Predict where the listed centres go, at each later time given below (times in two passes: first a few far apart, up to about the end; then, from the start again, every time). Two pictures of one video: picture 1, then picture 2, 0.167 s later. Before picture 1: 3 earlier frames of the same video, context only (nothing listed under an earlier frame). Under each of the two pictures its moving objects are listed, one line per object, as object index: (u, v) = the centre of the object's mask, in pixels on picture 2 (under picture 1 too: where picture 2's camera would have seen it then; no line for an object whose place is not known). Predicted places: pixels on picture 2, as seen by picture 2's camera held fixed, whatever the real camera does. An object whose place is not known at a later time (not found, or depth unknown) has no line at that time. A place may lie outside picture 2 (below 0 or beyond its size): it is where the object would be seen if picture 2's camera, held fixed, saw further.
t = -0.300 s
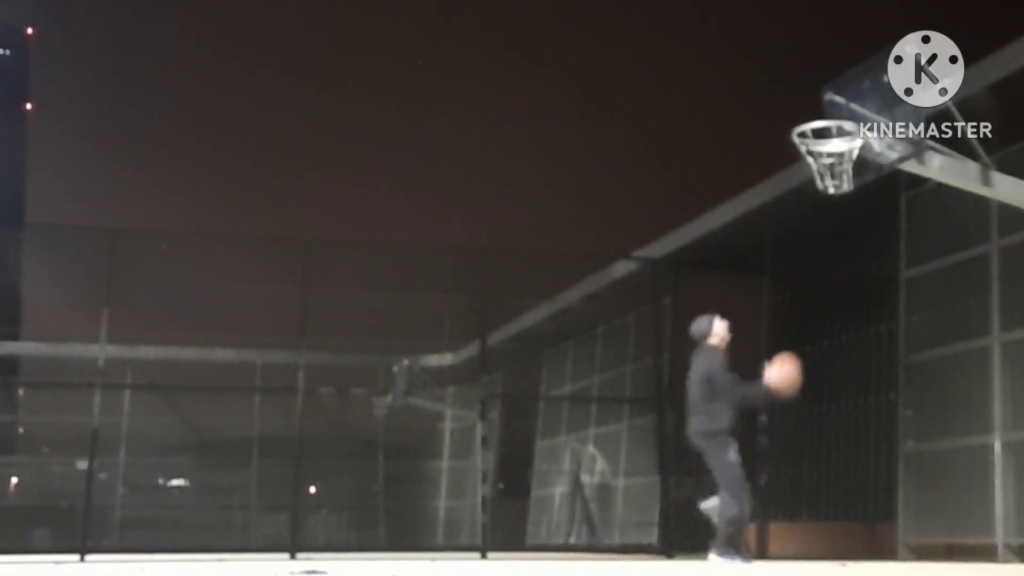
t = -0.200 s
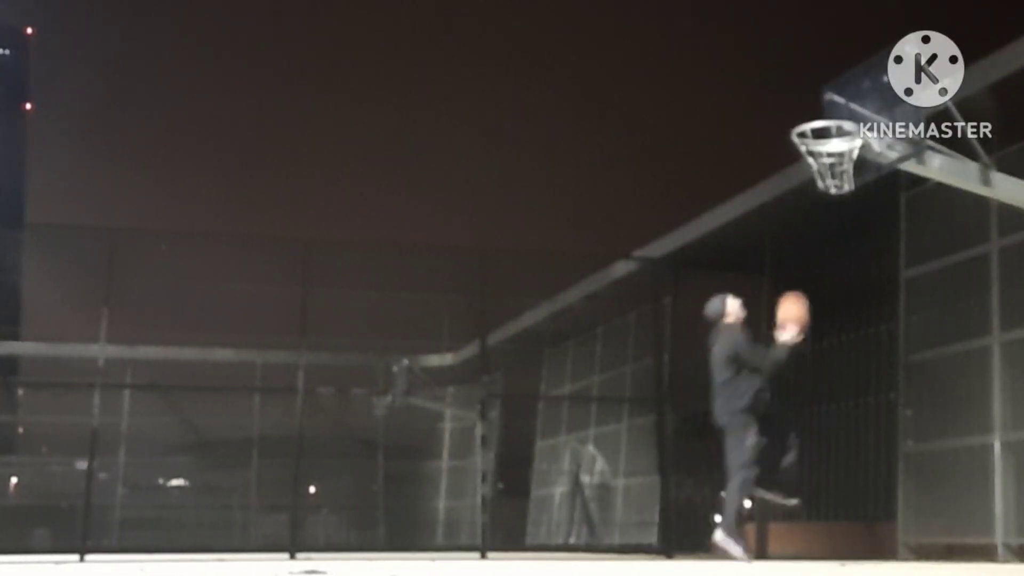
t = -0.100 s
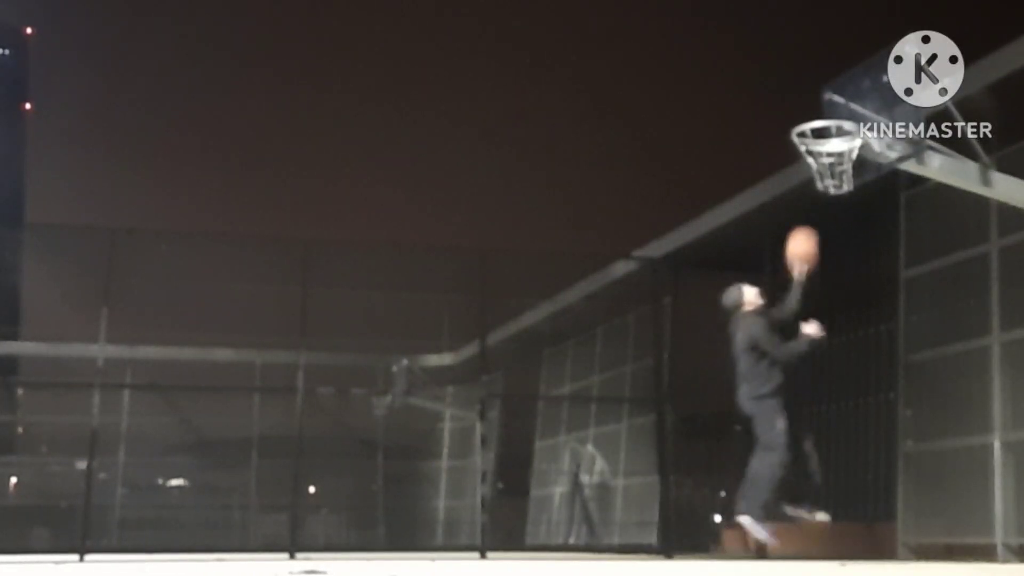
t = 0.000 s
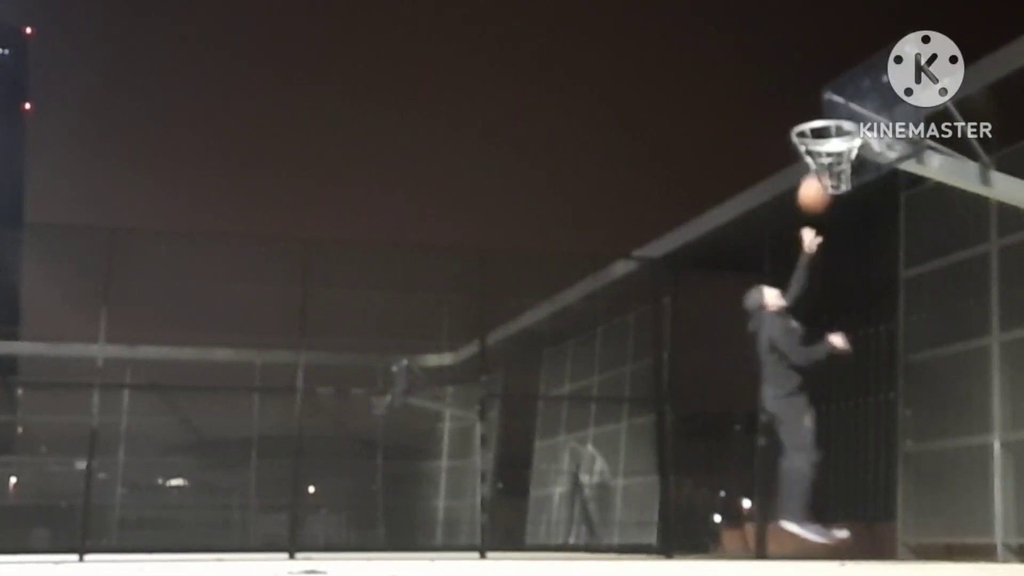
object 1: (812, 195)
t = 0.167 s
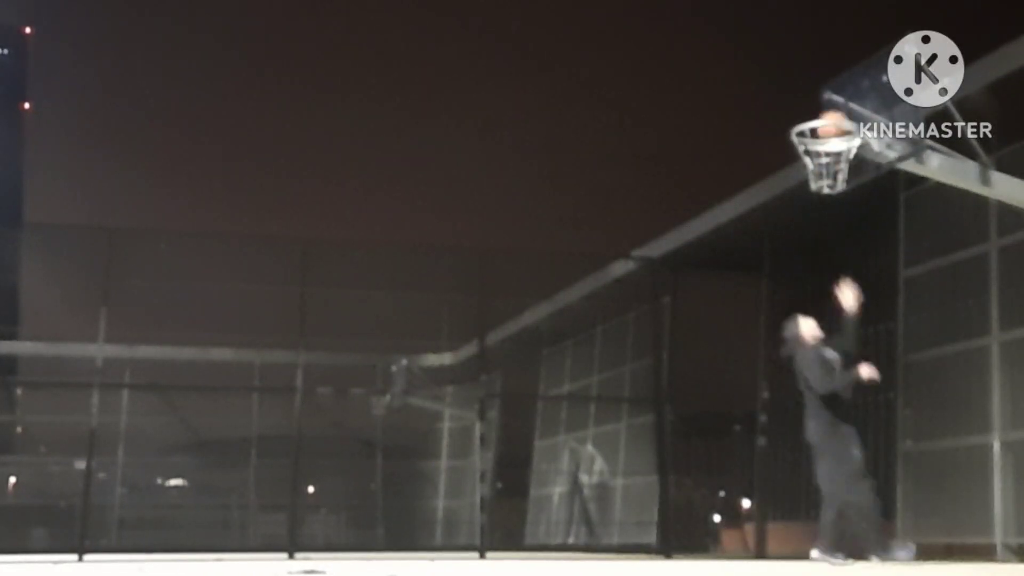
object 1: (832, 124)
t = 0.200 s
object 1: (831, 119)
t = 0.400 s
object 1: (826, 106)
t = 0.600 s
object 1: (822, 144)
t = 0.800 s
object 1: (825, 160)
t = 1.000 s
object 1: (829, 178)
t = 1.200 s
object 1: (833, 202)
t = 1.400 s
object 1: (839, 273)
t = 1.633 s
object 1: (855, 429)
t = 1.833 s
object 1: (866, 494)
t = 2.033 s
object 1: (861, 381)
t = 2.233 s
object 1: (862, 325)
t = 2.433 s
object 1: (868, 323)
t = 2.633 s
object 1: (880, 376)
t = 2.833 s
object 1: (898, 486)
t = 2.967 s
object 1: (906, 519)
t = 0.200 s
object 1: (831, 119)
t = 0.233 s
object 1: (829, 110)
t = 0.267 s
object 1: (829, 108)
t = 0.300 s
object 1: (828, 106)
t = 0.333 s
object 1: (827, 106)
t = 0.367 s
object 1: (826, 106)
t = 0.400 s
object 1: (826, 106)
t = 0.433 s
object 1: (825, 107)
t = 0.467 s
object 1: (824, 110)
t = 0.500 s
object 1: (824, 120)
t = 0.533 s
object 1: (823, 126)
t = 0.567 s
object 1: (823, 139)
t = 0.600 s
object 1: (822, 144)
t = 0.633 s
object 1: (822, 148)
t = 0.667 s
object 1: (823, 151)
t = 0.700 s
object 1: (824, 152)
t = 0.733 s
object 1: (825, 154)
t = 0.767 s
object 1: (824, 157)
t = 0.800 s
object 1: (825, 160)
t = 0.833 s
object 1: (825, 164)
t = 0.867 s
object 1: (827, 167)
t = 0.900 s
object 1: (827, 171)
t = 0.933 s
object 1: (828, 173)
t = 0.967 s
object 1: (828, 175)
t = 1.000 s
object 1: (829, 178)
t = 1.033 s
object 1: (830, 181)
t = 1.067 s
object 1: (830, 183)
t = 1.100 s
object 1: (830, 186)
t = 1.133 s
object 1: (831, 190)
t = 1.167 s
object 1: (832, 195)
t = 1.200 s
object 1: (833, 202)
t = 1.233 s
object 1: (833, 210)
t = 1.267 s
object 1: (834, 219)
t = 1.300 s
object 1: (836, 230)
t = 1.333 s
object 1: (837, 243)
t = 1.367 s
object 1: (838, 257)
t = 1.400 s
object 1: (839, 273)
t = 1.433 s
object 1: (841, 290)
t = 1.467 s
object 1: (843, 309)
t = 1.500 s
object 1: (845, 329)
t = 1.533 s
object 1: (847, 351)
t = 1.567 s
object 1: (849, 376)
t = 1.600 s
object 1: (852, 402)
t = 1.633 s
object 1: (855, 429)
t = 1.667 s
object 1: (858, 459)
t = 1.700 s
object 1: (861, 489)
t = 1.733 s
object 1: (865, 523)
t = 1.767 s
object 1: (868, 541)
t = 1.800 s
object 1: (867, 519)
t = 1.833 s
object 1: (866, 494)
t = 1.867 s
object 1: (865, 471)
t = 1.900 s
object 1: (863, 449)
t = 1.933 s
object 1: (863, 430)
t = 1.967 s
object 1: (862, 411)
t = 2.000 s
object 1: (861, 396)
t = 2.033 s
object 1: (861, 381)
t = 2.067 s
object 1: (860, 367)
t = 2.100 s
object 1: (860, 356)
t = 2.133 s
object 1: (861, 346)
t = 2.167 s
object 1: (861, 338)
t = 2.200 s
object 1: (861, 331)
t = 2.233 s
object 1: (862, 325)
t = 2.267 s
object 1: (862, 321)
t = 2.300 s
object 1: (863, 319)
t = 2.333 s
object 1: (865, 318)
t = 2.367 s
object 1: (866, 318)
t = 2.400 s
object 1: (867, 320)
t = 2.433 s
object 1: (868, 323)
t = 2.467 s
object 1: (870, 328)
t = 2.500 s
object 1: (871, 335)
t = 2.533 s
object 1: (873, 343)
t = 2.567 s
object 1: (875, 352)
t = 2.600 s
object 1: (877, 364)
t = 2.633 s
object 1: (880, 376)
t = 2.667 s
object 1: (882, 390)
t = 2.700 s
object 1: (885, 406)
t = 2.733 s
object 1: (888, 423)
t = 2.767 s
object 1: (891, 442)
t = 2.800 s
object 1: (894, 463)
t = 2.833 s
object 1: (898, 486)
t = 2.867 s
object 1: (901, 511)
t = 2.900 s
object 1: (905, 536)
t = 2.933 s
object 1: (907, 539)
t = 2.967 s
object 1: (906, 519)
